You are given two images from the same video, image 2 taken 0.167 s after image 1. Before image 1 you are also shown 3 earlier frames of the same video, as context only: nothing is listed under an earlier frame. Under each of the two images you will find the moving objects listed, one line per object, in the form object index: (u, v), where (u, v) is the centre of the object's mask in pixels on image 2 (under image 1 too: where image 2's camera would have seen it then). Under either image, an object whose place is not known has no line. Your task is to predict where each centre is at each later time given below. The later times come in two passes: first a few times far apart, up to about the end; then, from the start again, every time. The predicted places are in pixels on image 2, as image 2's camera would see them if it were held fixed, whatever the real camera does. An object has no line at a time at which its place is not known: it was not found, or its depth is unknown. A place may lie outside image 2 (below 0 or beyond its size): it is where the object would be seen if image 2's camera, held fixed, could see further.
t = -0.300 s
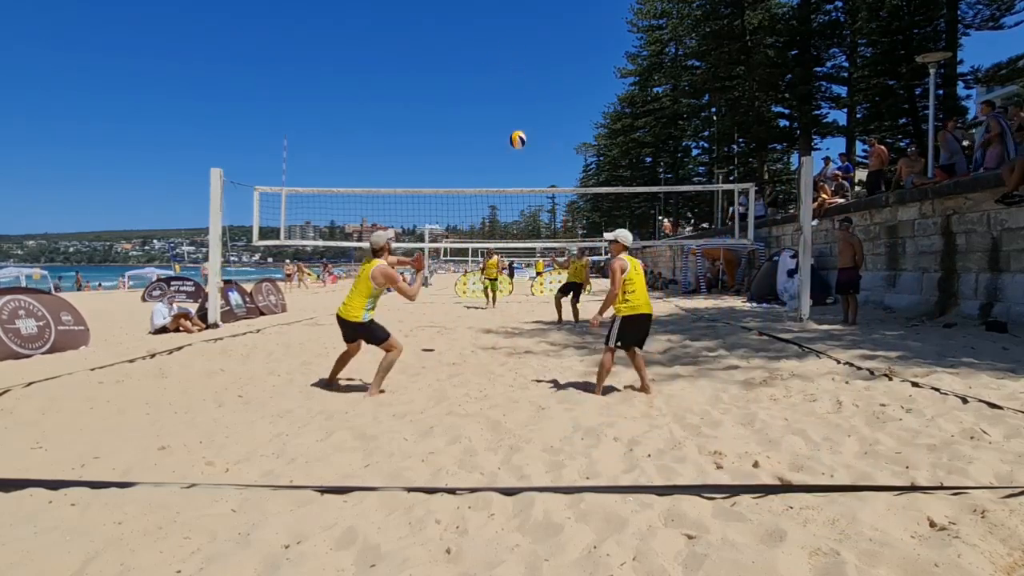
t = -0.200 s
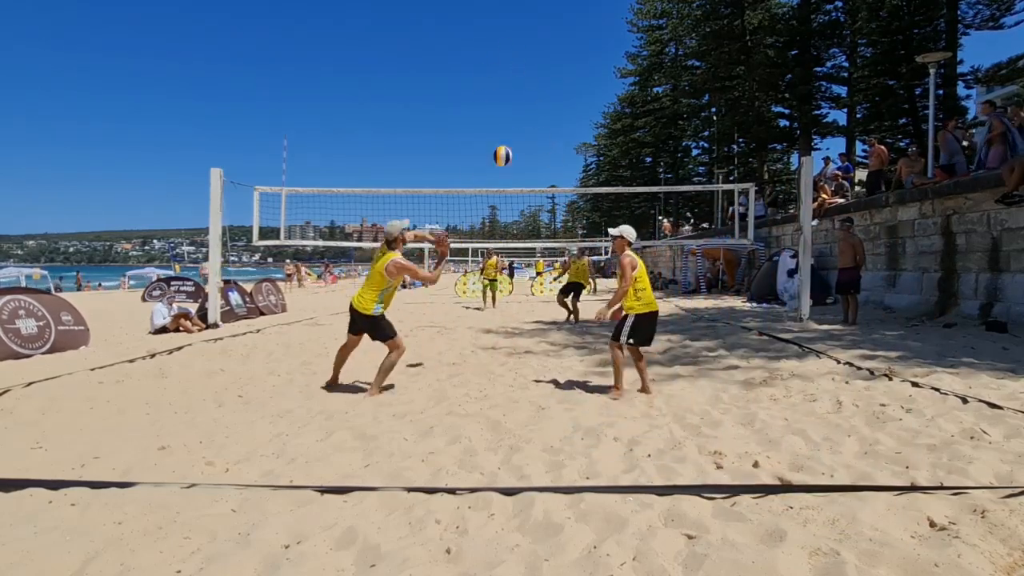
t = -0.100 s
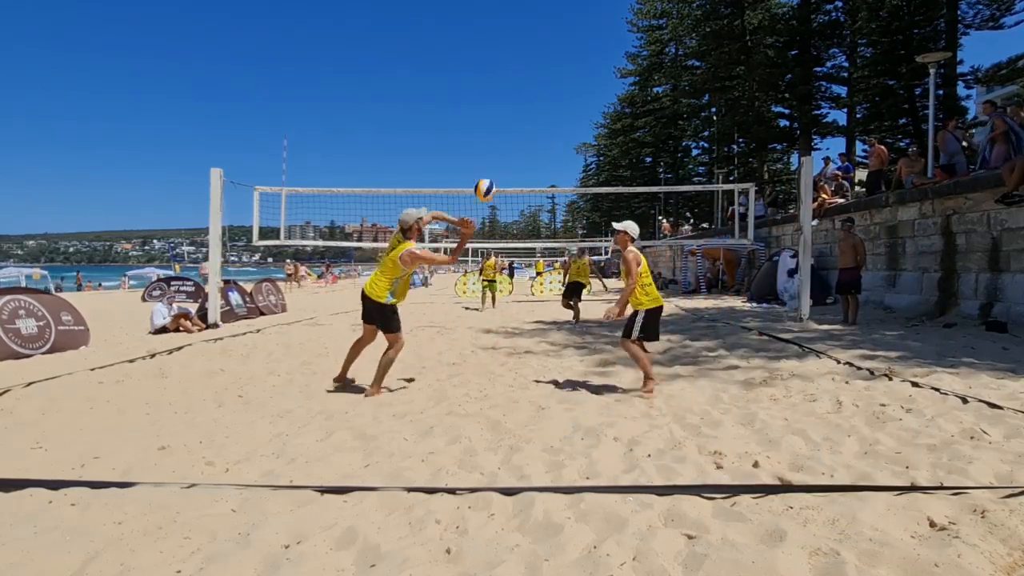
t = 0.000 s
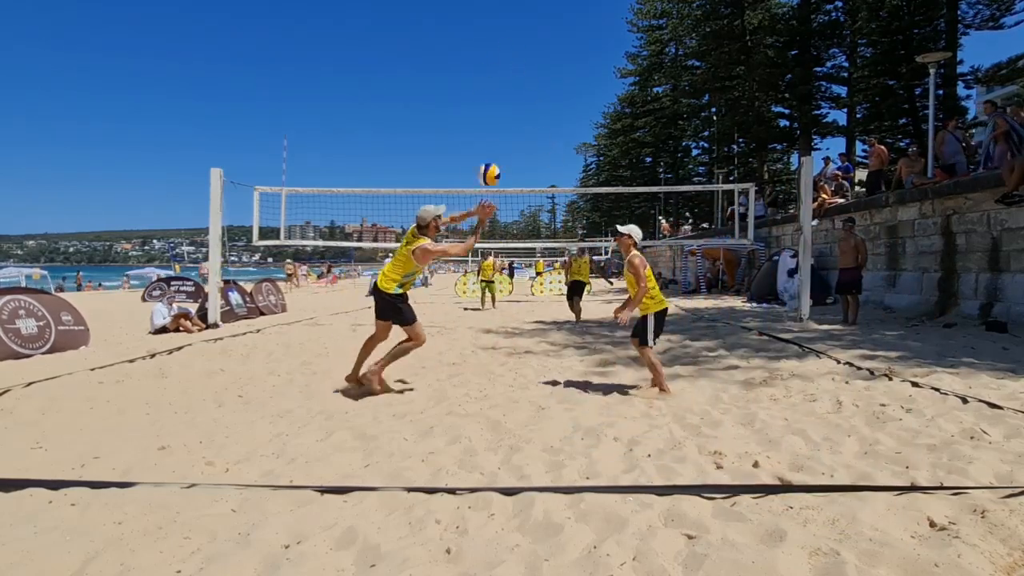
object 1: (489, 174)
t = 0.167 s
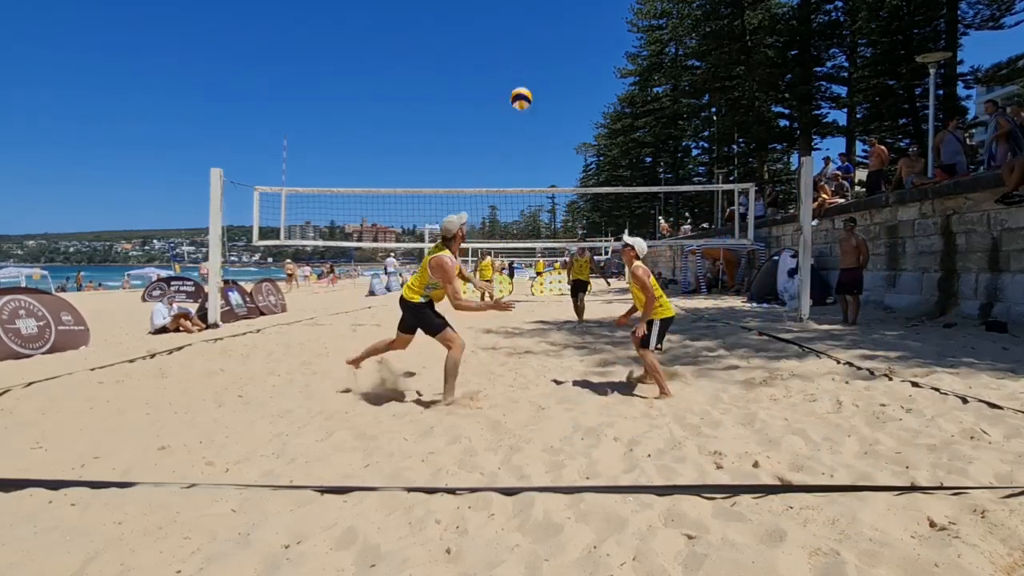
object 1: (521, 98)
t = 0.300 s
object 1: (544, 62)
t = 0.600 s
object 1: (591, 47)
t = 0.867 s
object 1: (624, 96)
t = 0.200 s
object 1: (527, 88)
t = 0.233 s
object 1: (533, 78)
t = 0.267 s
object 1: (539, 69)
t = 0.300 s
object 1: (544, 62)
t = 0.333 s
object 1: (550, 56)
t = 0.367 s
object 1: (555, 51)
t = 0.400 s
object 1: (561, 48)
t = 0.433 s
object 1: (566, 45)
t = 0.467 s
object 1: (571, 44)
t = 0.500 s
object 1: (576, 43)
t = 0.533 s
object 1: (581, 43)
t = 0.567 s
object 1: (586, 45)
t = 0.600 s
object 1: (591, 47)
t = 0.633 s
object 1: (595, 50)
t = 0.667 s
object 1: (599, 55)
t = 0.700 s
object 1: (604, 59)
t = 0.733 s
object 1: (608, 65)
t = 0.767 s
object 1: (612, 72)
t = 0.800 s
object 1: (617, 79)
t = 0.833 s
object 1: (620, 87)
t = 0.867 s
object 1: (624, 96)
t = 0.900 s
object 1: (627, 105)
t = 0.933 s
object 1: (632, 115)
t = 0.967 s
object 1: (635, 126)
